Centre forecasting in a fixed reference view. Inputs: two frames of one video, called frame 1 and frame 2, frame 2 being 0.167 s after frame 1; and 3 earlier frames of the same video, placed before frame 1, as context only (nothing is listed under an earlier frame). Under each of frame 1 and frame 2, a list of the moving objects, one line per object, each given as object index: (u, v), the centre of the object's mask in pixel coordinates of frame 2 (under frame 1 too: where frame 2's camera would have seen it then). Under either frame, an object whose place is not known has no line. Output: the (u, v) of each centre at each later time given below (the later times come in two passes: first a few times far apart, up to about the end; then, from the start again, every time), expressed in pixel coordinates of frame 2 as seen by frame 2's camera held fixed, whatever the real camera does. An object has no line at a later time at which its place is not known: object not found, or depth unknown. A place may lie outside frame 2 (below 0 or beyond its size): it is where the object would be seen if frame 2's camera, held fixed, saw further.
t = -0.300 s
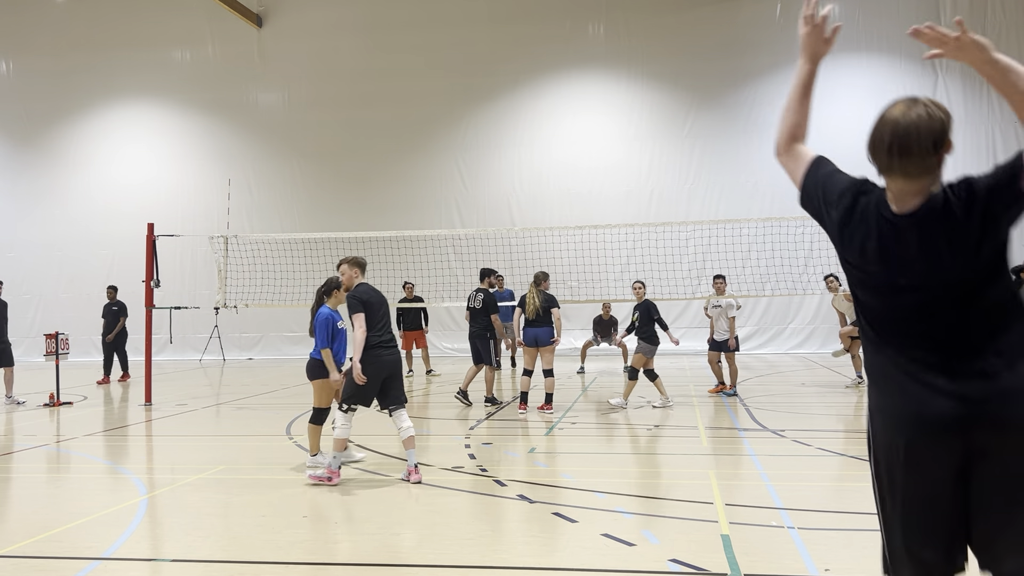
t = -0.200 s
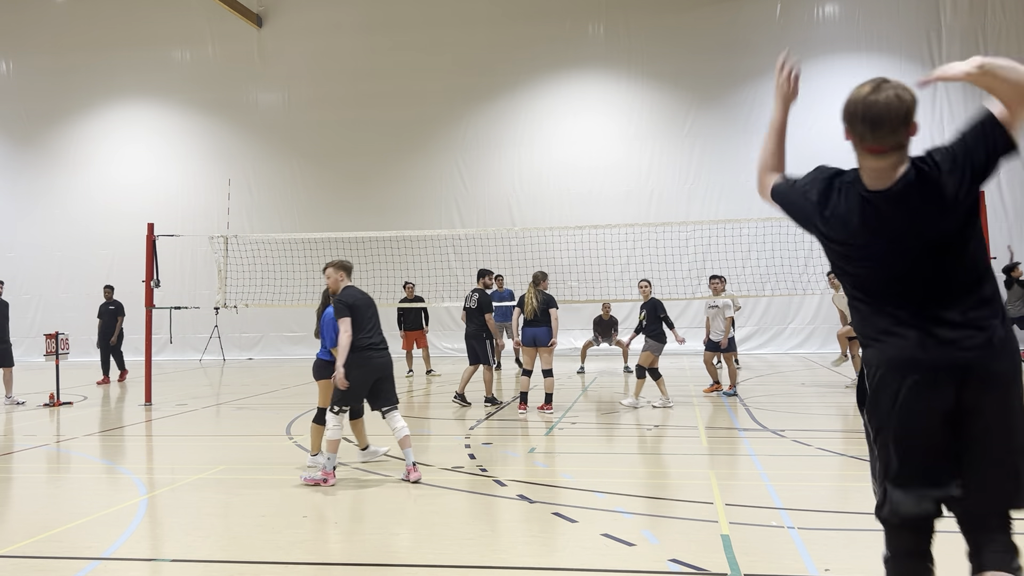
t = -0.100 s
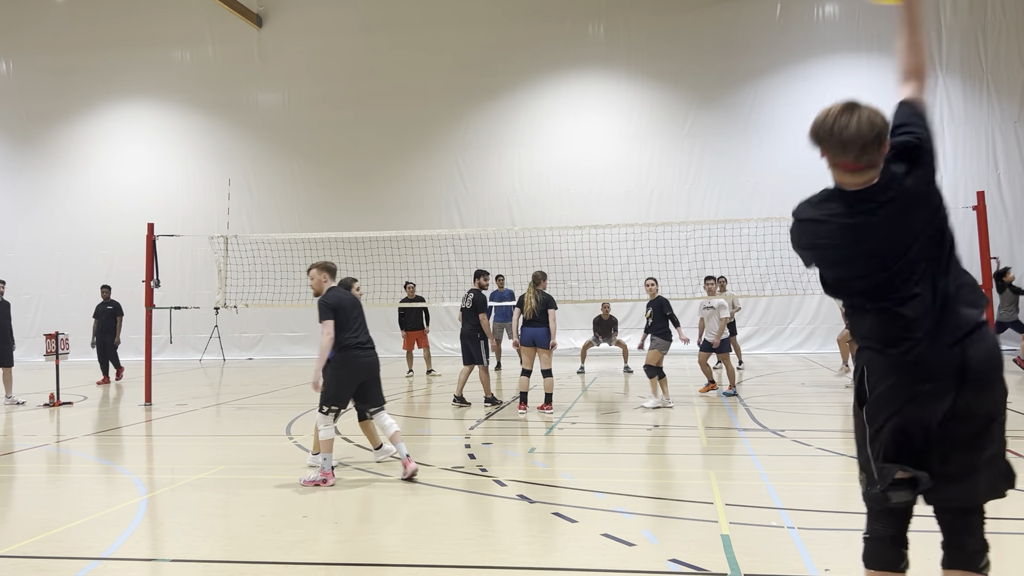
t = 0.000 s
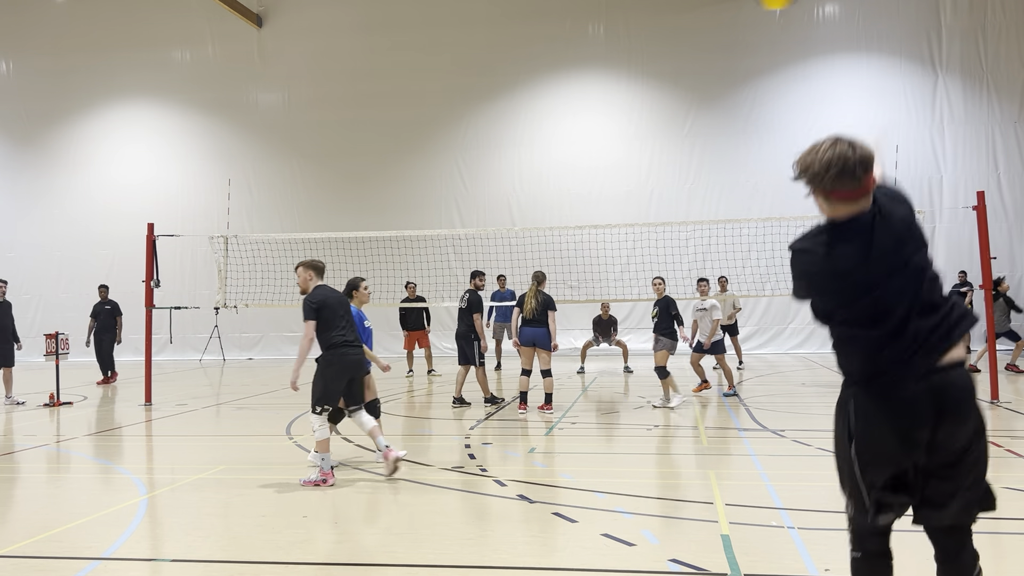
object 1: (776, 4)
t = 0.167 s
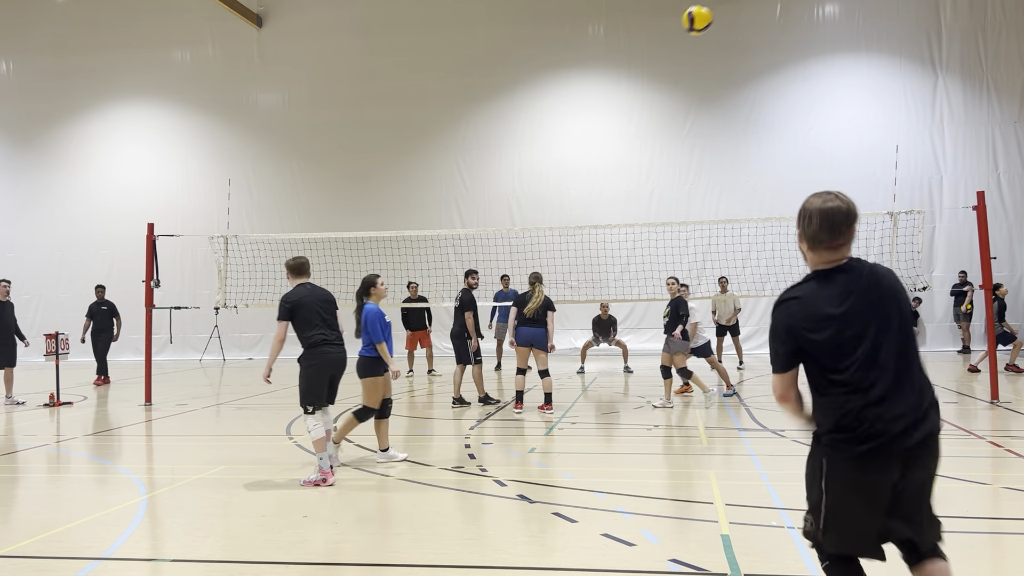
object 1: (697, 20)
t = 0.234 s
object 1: (681, 35)
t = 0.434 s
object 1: (652, 83)
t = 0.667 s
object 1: (634, 146)
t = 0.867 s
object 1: (628, 204)
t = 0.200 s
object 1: (688, 27)
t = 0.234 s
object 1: (681, 35)
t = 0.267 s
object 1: (675, 44)
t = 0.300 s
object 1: (669, 51)
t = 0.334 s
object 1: (664, 59)
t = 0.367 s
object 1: (660, 67)
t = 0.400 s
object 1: (656, 75)
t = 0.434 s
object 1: (652, 83)
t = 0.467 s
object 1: (649, 91)
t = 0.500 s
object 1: (646, 100)
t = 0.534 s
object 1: (644, 109)
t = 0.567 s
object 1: (641, 118)
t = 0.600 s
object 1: (638, 127)
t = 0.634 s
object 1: (636, 136)
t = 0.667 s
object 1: (634, 146)
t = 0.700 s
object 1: (632, 156)
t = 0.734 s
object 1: (631, 165)
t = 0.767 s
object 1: (630, 175)
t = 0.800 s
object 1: (629, 185)
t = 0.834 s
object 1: (628, 194)
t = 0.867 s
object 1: (628, 204)
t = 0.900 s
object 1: (628, 214)
